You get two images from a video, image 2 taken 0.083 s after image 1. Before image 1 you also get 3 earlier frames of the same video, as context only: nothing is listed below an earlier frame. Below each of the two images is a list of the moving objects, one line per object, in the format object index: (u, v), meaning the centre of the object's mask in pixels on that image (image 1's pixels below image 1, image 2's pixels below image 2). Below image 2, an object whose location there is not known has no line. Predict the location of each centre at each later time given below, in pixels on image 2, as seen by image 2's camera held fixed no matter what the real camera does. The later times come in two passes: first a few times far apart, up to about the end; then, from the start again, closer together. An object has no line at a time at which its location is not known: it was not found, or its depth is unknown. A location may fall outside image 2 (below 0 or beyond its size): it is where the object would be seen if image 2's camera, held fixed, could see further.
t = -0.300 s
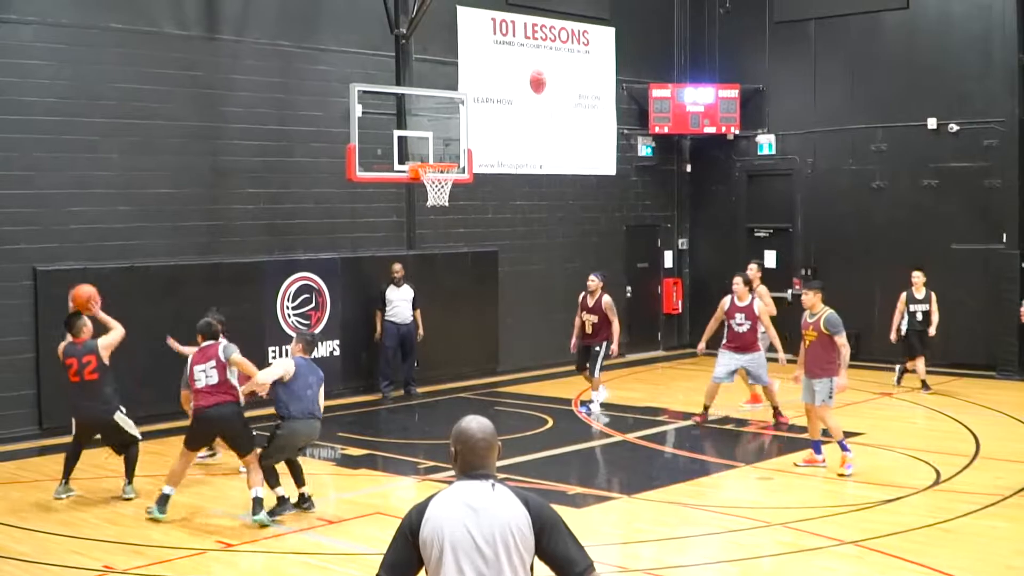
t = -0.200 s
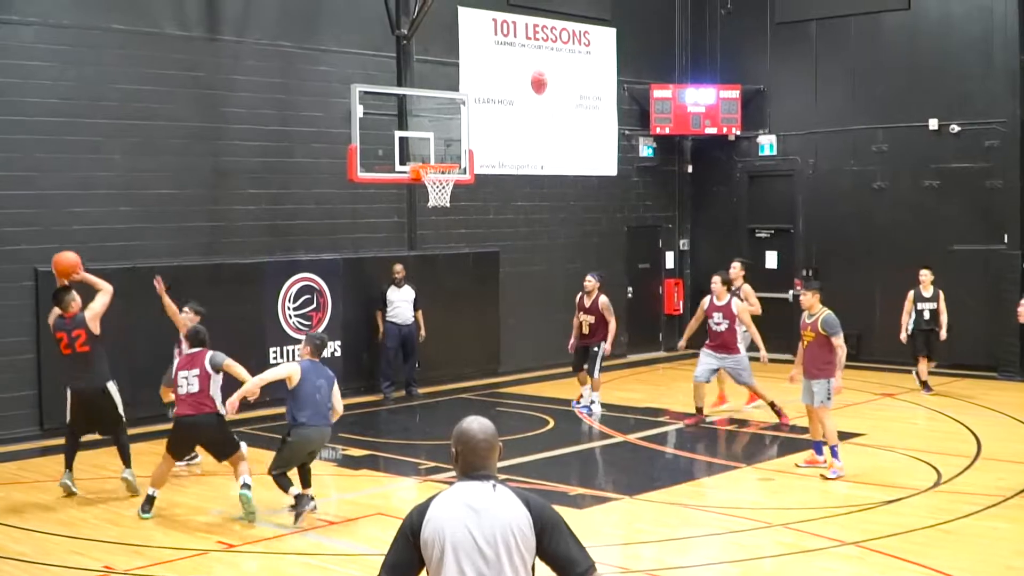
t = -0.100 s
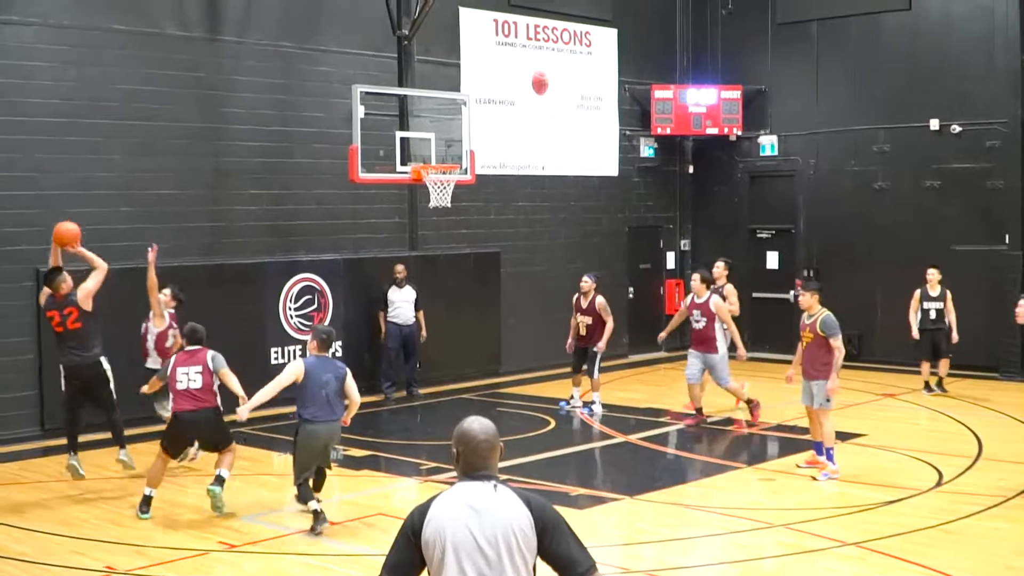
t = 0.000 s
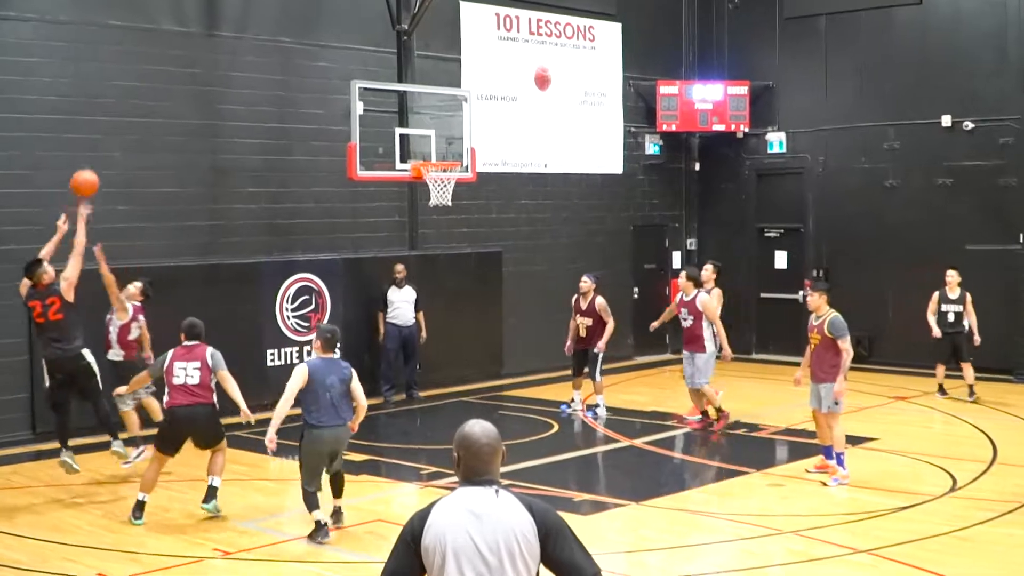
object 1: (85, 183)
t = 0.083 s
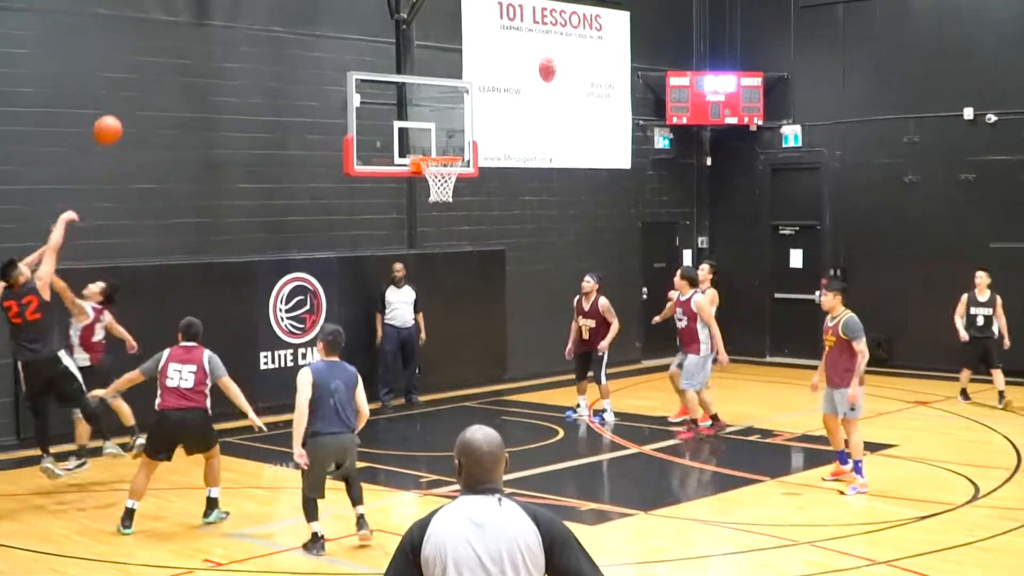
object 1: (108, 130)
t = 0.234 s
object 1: (172, 66)
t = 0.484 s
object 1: (267, 23)
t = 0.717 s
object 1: (345, 40)
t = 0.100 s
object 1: (116, 121)
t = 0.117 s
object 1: (123, 113)
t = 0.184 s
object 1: (152, 84)
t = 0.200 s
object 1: (158, 77)
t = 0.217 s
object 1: (165, 72)
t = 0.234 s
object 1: (172, 66)
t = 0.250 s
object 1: (178, 61)
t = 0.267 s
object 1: (185, 56)
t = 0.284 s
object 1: (192, 52)
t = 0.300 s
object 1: (199, 47)
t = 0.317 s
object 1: (205, 44)
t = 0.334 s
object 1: (212, 40)
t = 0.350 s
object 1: (218, 37)
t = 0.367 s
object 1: (225, 34)
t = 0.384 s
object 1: (231, 32)
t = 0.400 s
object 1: (237, 29)
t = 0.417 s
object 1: (244, 27)
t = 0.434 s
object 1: (249, 26)
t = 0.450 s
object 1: (255, 25)
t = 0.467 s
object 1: (261, 23)
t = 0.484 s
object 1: (267, 23)
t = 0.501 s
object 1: (273, 22)
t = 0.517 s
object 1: (279, 22)
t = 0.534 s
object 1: (284, 22)
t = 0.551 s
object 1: (290, 22)
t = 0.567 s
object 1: (296, 23)
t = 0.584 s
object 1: (302, 24)
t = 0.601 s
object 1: (308, 25)
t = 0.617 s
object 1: (313, 26)
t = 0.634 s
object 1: (319, 28)
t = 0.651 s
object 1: (324, 29)
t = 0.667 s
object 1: (329, 32)
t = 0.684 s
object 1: (334, 34)
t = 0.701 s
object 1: (340, 37)
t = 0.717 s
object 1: (345, 40)
